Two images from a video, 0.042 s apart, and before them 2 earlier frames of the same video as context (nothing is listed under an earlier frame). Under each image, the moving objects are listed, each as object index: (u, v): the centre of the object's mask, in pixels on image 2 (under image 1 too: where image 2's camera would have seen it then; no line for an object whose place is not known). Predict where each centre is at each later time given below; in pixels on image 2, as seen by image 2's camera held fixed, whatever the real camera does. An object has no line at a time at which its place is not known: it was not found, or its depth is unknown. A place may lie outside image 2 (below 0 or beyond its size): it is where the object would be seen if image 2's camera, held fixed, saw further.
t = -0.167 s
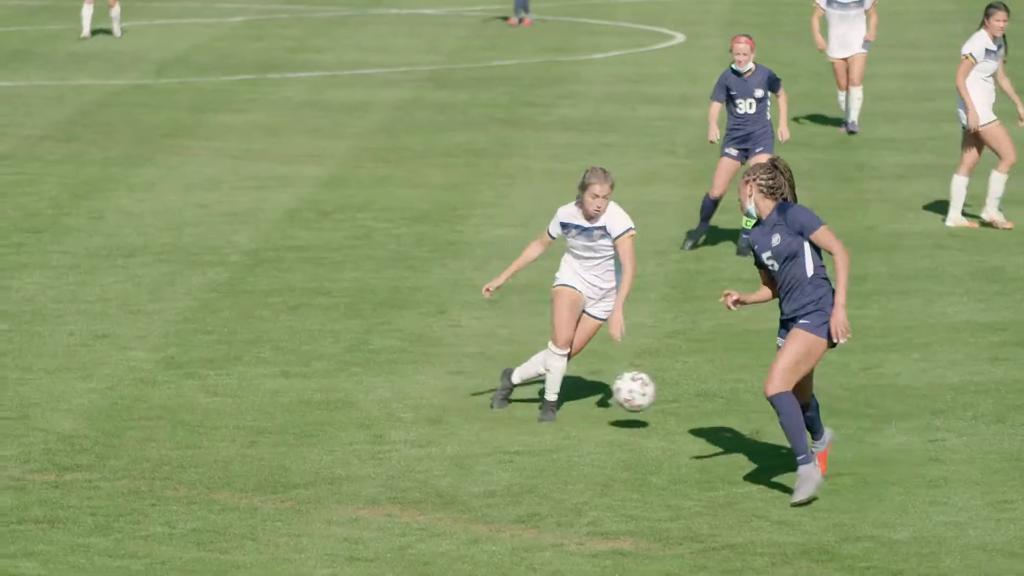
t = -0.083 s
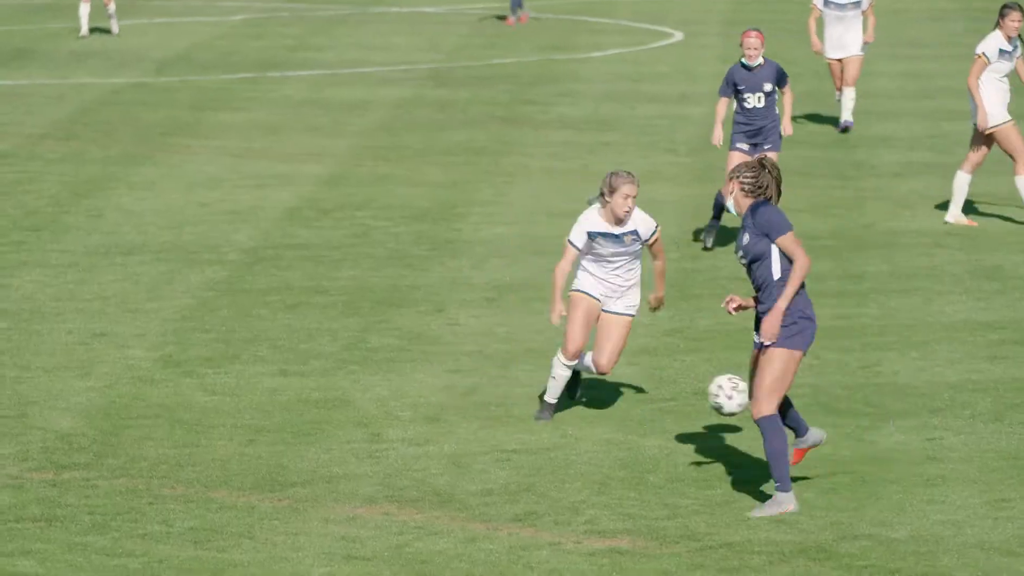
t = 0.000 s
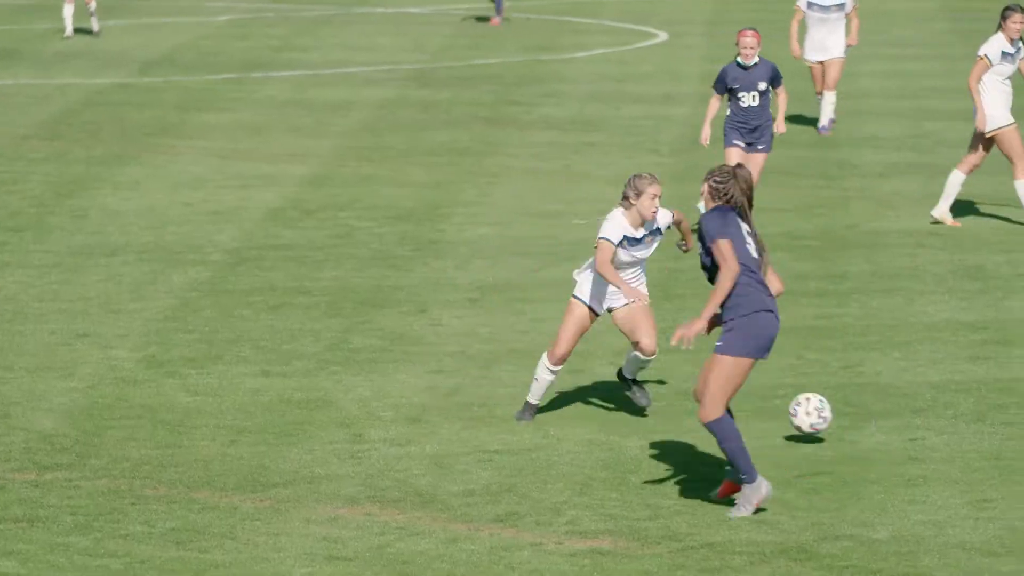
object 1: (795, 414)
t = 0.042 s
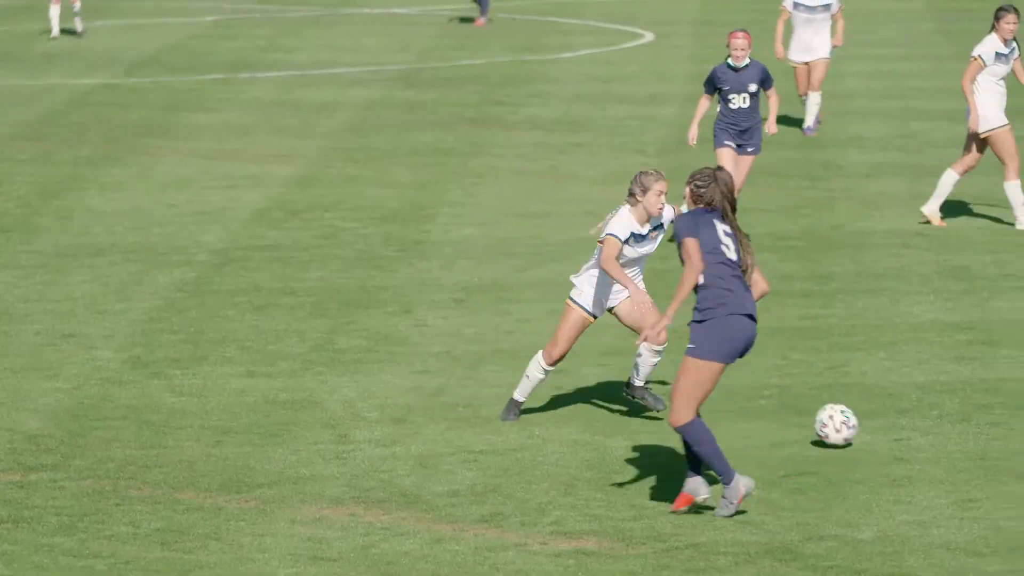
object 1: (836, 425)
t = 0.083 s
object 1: (884, 431)
